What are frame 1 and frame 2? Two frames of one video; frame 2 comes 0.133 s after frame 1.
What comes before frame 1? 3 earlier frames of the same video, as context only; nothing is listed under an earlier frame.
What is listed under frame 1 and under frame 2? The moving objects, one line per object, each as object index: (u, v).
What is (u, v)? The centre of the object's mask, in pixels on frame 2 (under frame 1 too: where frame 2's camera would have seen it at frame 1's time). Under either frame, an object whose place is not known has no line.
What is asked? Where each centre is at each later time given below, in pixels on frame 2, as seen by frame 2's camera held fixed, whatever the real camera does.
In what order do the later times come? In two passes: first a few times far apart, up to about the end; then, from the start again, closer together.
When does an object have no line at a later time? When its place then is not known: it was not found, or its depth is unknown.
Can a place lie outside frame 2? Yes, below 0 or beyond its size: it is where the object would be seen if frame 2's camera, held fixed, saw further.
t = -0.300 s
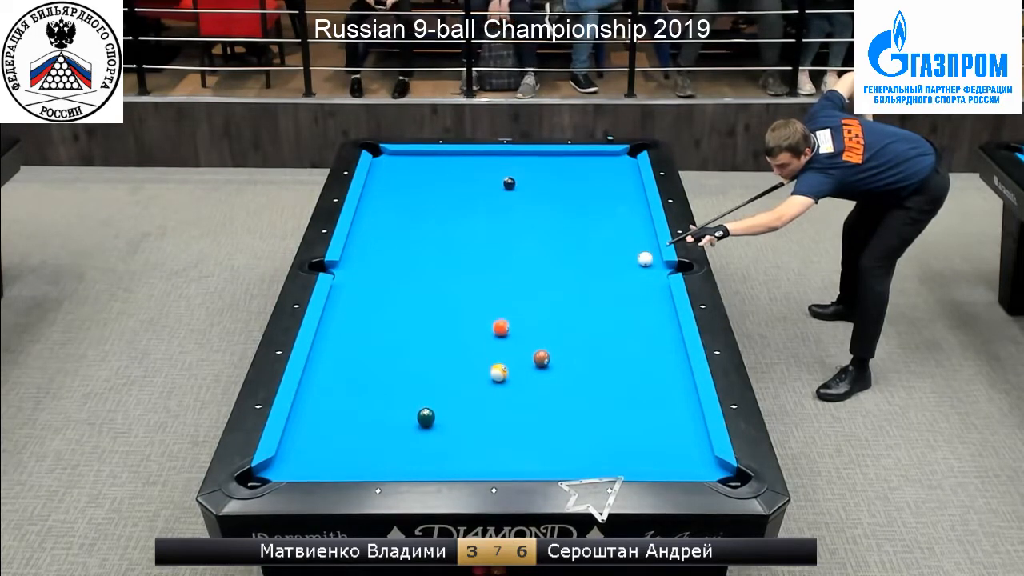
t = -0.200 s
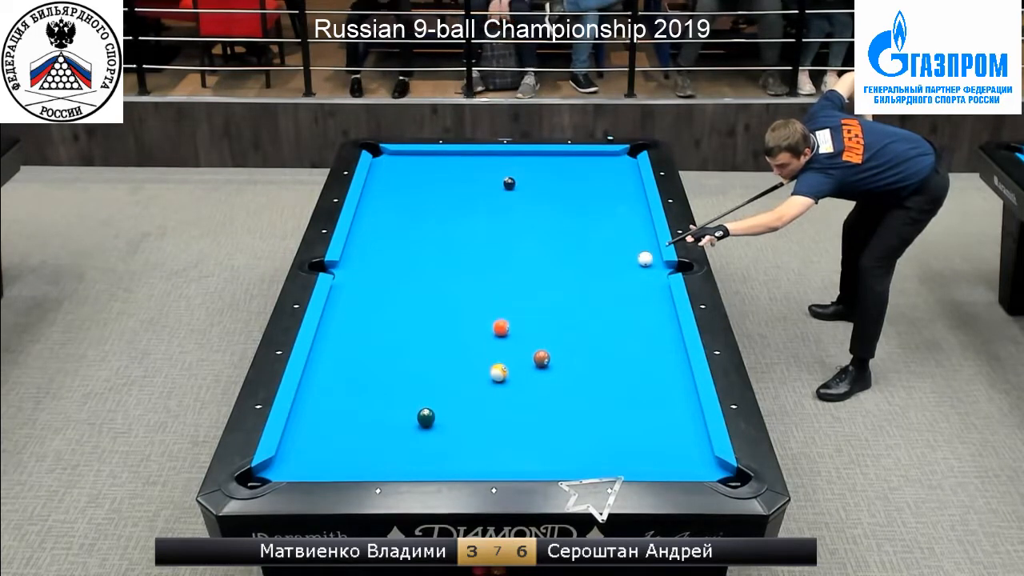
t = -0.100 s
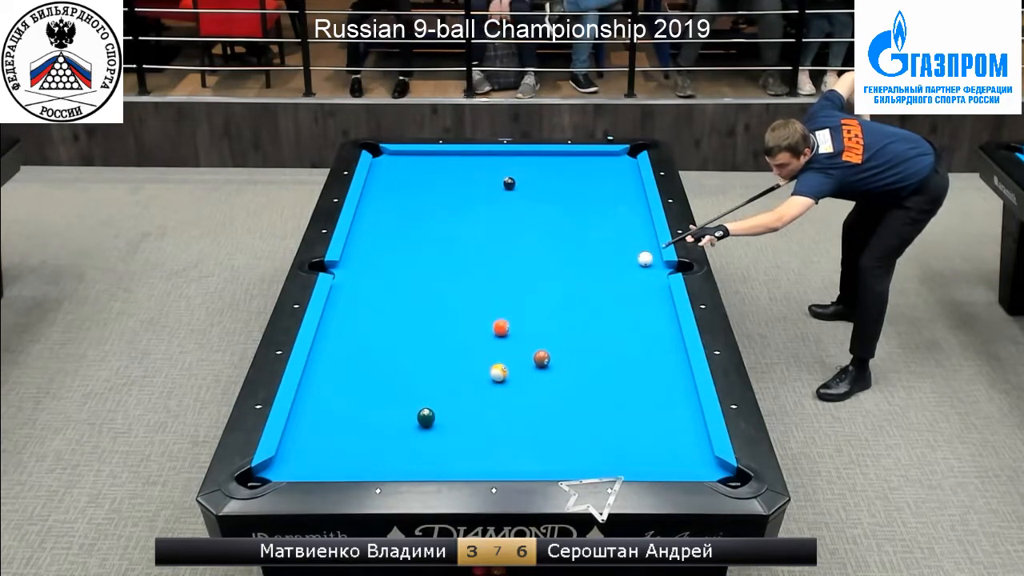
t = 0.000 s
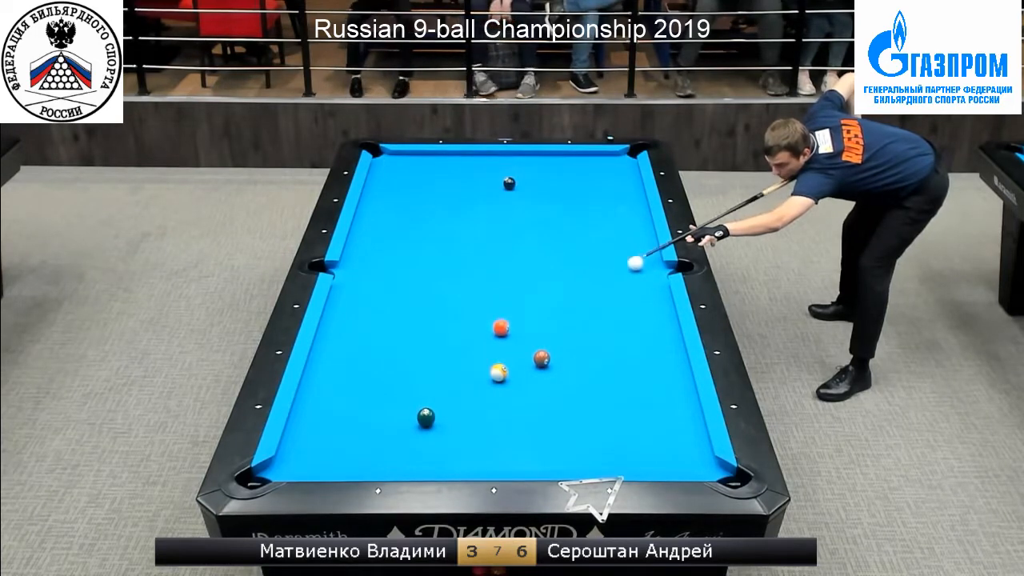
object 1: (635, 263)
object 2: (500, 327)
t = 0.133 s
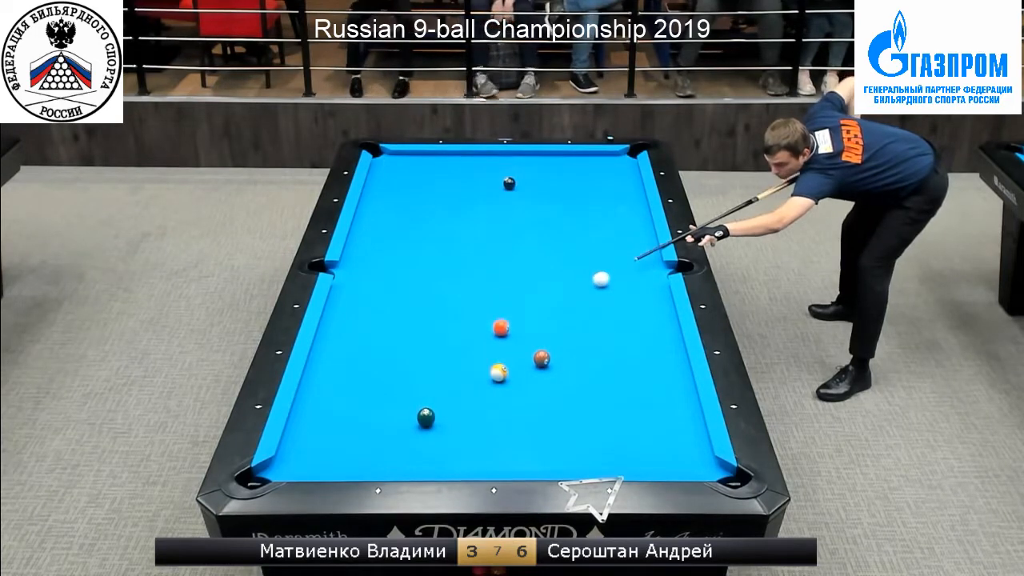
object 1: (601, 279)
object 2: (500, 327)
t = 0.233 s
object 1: (574, 292)
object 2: (500, 327)
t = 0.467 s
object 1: (510, 321)
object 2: (497, 329)
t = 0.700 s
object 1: (489, 324)
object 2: (447, 361)
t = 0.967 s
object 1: (462, 329)
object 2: (396, 393)
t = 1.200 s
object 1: (439, 334)
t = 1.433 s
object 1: (417, 338)
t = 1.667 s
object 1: (395, 342)
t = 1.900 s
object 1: (375, 346)
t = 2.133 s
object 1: (356, 350)
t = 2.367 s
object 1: (337, 353)
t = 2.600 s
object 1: (320, 357)
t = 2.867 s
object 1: (321, 359)
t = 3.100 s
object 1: (328, 360)
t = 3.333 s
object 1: (334, 361)
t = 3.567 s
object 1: (338, 362)
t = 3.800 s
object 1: (340, 363)
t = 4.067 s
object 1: (341, 363)
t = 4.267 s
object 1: (341, 363)
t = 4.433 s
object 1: (341, 363)
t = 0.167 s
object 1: (592, 283)
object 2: (500, 327)
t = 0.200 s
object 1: (583, 288)
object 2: (500, 327)
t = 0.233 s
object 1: (574, 292)
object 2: (500, 327)
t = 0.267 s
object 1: (565, 296)
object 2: (500, 327)
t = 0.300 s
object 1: (555, 300)
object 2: (500, 327)
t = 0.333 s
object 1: (546, 305)
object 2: (500, 327)
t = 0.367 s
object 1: (536, 309)
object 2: (500, 327)
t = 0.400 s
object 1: (527, 314)
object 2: (500, 327)
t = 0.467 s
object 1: (510, 321)
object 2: (497, 329)
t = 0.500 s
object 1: (508, 321)
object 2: (489, 334)
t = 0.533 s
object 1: (506, 321)
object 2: (481, 339)
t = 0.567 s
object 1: (503, 321)
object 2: (474, 344)
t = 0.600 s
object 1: (500, 322)
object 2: (466, 349)
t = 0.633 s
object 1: (496, 322)
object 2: (459, 353)
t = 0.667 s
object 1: (493, 323)
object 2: (453, 357)
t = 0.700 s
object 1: (489, 324)
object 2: (447, 361)
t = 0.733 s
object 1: (486, 324)
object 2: (440, 365)
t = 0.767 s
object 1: (482, 325)
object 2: (434, 369)
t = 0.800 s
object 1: (479, 326)
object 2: (428, 373)
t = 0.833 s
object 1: (475, 326)
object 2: (422, 377)
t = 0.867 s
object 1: (472, 327)
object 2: (415, 381)
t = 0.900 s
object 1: (469, 328)
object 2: (409, 385)
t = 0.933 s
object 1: (465, 329)
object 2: (403, 389)
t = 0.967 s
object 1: (462, 329)
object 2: (396, 393)
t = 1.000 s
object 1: (458, 330)
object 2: (389, 397)
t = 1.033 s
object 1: (455, 331)
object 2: (383, 402)
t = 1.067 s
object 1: (452, 331)
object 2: (376, 406)
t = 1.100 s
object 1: (448, 332)
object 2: (369, 410)
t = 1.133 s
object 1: (445, 332)
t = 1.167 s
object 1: (442, 333)
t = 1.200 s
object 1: (439, 334)
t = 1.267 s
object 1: (432, 335)
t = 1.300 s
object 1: (429, 336)
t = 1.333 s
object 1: (426, 336)
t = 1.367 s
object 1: (423, 337)
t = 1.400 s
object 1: (419, 337)
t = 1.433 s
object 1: (417, 338)
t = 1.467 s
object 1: (413, 339)
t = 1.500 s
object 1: (411, 339)
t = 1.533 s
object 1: (407, 340)
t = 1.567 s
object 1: (404, 341)
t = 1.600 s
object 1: (401, 341)
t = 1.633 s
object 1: (398, 342)
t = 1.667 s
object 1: (395, 342)
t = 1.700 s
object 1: (392, 343)
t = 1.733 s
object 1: (389, 343)
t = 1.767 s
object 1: (386, 344)
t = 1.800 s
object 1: (383, 345)
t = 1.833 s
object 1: (380, 345)
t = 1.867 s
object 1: (378, 346)
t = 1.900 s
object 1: (375, 346)
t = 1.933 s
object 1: (372, 347)
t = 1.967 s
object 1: (369, 347)
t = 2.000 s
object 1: (366, 348)
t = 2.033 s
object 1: (364, 348)
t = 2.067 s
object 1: (361, 349)
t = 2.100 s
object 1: (358, 350)
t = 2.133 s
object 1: (356, 350)
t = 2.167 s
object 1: (353, 350)
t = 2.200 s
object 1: (350, 351)
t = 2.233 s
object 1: (348, 351)
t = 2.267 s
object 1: (345, 352)
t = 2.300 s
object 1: (342, 352)
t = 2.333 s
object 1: (340, 353)
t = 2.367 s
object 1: (337, 353)
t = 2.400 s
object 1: (335, 354)
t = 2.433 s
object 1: (332, 354)
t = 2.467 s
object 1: (330, 355)
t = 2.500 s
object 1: (328, 355)
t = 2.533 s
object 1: (325, 356)
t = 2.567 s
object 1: (322, 356)
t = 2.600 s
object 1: (320, 357)
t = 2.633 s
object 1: (318, 357)
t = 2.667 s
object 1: (316, 358)
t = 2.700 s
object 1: (316, 358)
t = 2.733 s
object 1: (317, 358)
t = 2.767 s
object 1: (318, 359)
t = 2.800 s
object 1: (319, 359)
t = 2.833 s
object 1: (320, 359)
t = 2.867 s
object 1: (321, 359)
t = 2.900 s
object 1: (322, 359)
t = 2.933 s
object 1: (323, 359)
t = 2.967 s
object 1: (324, 360)
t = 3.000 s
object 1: (326, 360)
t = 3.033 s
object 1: (327, 360)
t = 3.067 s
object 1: (328, 360)
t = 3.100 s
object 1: (328, 360)
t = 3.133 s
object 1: (329, 360)
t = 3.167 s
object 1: (330, 361)
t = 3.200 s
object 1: (331, 361)
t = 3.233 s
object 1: (332, 361)
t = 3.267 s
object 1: (332, 361)
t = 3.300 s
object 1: (333, 361)
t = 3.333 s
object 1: (334, 361)
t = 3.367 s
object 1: (334, 361)
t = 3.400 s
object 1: (335, 361)
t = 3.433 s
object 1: (336, 362)
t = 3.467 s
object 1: (336, 362)
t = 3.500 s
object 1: (337, 362)
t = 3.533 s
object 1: (337, 362)
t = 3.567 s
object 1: (338, 362)
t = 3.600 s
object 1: (338, 362)
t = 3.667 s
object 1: (339, 362)
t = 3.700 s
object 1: (339, 363)
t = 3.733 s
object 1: (340, 363)
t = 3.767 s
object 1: (340, 363)
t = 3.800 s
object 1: (340, 363)
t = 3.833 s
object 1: (340, 363)
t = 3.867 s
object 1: (341, 363)
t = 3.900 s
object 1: (341, 363)
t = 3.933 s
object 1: (341, 363)
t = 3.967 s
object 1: (341, 363)
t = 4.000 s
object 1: (341, 363)
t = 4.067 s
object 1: (341, 363)
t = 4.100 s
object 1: (341, 364)
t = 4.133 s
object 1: (341, 363)
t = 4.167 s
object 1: (341, 364)
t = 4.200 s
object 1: (341, 364)
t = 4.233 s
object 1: (341, 364)
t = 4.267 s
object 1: (341, 363)
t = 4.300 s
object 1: (341, 363)
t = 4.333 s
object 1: (341, 363)
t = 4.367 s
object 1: (341, 363)
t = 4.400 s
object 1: (341, 363)
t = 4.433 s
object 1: (341, 363)
